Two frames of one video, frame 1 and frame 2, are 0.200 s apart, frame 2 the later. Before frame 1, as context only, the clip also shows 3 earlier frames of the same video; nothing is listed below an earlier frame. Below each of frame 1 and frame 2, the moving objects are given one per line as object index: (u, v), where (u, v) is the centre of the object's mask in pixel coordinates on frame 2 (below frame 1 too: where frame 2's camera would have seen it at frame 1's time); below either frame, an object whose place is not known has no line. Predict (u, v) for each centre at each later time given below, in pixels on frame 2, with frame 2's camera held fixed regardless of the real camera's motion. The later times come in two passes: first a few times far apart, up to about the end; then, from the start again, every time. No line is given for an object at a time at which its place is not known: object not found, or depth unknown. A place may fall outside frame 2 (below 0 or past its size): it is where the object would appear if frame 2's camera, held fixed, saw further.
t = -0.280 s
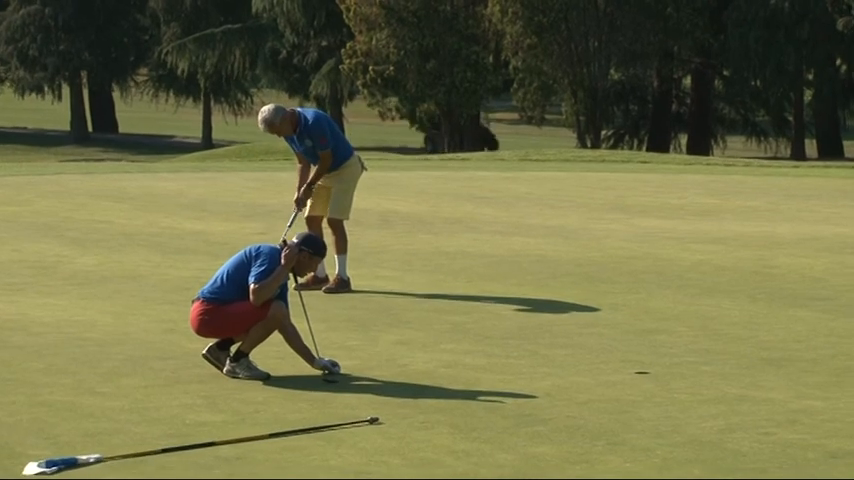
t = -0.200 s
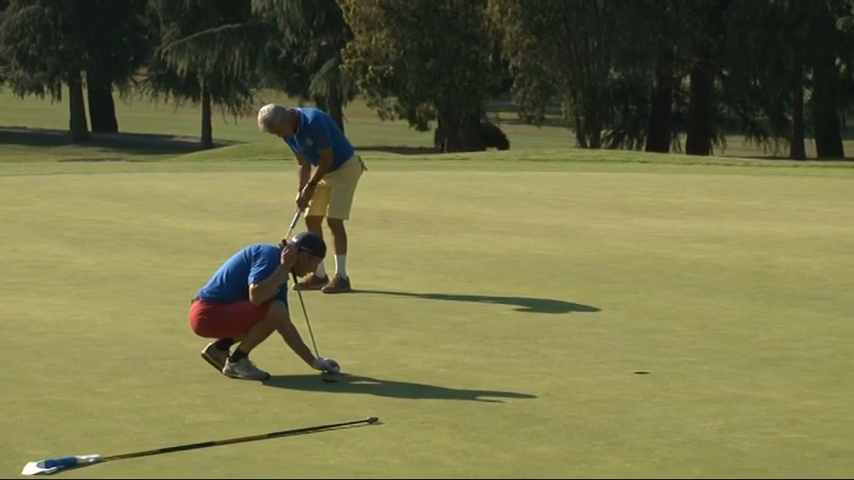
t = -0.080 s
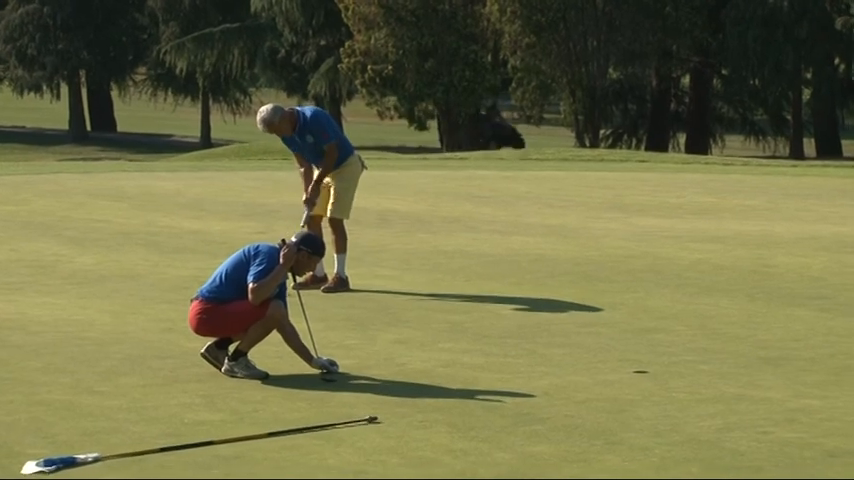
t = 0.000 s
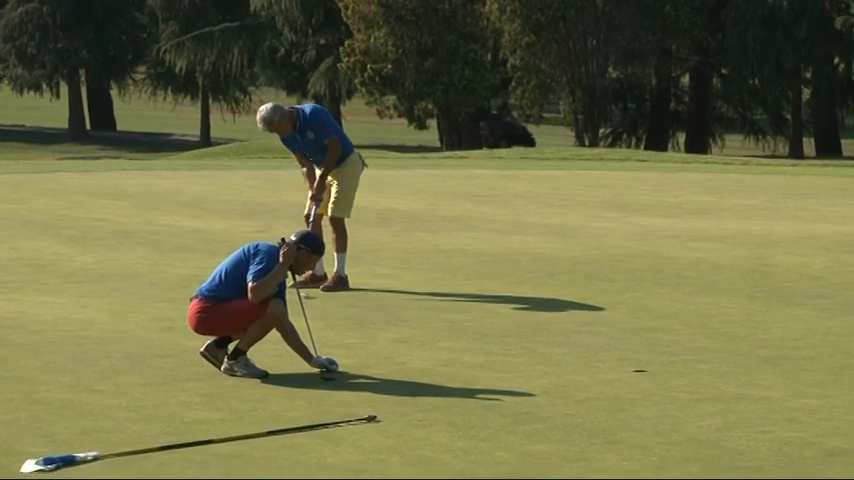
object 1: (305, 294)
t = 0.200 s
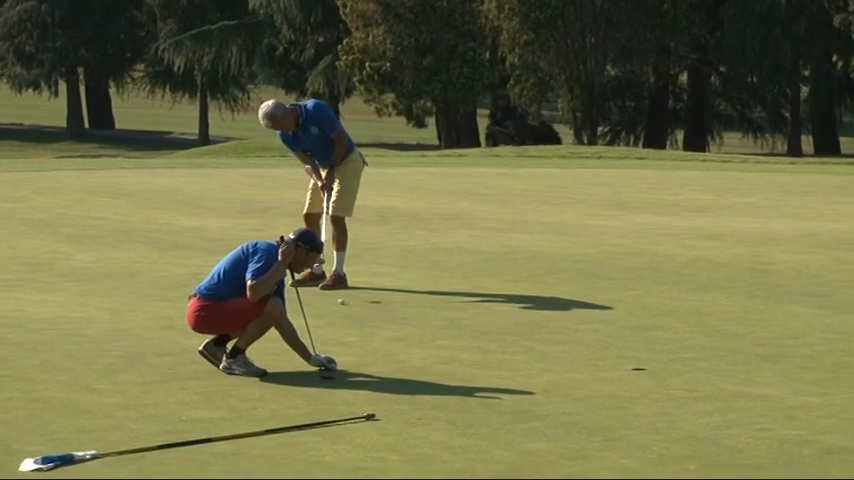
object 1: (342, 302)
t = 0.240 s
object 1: (349, 303)
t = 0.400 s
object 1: (376, 309)
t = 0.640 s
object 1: (416, 317)
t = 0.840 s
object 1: (447, 324)
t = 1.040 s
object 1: (478, 330)
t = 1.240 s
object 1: (506, 336)
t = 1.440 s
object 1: (534, 343)
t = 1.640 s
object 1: (561, 349)
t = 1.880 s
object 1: (590, 356)
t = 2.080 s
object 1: (612, 361)
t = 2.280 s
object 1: (630, 365)
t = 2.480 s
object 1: (657, 367)
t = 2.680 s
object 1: (683, 369)
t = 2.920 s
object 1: (709, 370)
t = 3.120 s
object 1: (727, 371)
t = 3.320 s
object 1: (740, 371)
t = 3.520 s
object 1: (749, 371)
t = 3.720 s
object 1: (755, 371)
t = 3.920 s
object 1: (756, 372)
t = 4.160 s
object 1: (756, 371)
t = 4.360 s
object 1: (756, 371)
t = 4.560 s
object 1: (756, 371)
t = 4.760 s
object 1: (756, 371)
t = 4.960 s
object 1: (756, 371)
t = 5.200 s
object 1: (755, 371)
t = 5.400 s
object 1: (755, 371)
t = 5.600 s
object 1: (755, 371)
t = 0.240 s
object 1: (349, 303)
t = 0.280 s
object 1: (356, 305)
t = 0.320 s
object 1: (363, 306)
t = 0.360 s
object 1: (369, 307)
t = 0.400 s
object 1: (376, 309)
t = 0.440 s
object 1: (383, 310)
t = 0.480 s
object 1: (390, 312)
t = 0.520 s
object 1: (396, 313)
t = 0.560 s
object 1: (402, 315)
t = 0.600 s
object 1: (409, 315)
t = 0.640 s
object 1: (416, 317)
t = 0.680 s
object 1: (422, 318)
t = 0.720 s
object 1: (427, 320)
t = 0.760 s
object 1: (434, 321)
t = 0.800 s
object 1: (440, 323)
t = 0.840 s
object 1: (447, 324)
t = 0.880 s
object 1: (452, 325)
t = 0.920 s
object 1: (459, 326)
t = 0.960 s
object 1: (465, 328)
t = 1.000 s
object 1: (471, 329)
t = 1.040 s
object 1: (478, 330)
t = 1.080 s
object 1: (483, 331)
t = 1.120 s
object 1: (489, 333)
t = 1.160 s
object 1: (495, 334)
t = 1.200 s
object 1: (501, 335)
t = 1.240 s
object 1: (506, 336)
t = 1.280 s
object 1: (512, 337)
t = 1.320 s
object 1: (518, 339)
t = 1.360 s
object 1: (523, 340)
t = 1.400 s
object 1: (529, 342)
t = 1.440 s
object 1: (534, 343)
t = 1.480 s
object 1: (540, 344)
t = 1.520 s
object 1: (545, 345)
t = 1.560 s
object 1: (551, 346)
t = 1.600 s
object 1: (556, 348)
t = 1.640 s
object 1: (561, 349)
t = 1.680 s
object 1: (565, 350)
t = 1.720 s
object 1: (570, 351)
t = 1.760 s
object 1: (576, 351)
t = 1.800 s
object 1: (581, 353)
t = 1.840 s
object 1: (586, 354)
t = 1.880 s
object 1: (590, 356)
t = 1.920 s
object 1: (595, 357)
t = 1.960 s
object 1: (599, 358)
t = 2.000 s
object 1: (604, 359)
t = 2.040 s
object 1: (608, 360)
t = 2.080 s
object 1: (612, 361)
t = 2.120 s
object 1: (616, 362)
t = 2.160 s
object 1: (619, 363)
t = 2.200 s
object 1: (623, 364)
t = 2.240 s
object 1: (627, 364)
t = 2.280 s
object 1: (630, 365)
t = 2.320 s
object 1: (635, 367)
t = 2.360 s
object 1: (639, 368)
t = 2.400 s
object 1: (645, 366)
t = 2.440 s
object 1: (651, 366)
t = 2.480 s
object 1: (657, 367)
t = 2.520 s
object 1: (662, 368)
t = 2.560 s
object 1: (668, 368)
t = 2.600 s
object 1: (673, 369)
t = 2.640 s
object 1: (678, 368)
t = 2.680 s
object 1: (683, 369)
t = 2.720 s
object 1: (687, 369)
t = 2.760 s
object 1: (692, 369)
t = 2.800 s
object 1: (697, 369)
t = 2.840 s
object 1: (701, 370)
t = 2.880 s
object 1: (705, 369)
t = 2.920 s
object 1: (709, 370)
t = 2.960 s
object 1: (714, 370)
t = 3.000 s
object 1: (717, 370)
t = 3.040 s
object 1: (721, 371)
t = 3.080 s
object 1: (724, 371)
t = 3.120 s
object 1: (727, 371)
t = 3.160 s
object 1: (730, 371)
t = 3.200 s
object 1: (733, 371)
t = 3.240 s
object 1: (735, 371)
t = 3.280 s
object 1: (738, 371)
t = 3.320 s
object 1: (740, 371)
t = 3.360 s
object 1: (742, 371)
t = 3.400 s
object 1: (744, 371)
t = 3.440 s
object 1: (746, 371)
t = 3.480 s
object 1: (748, 371)
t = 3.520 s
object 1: (749, 371)
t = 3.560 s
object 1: (750, 371)
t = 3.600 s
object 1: (751, 371)
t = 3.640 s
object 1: (753, 371)
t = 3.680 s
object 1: (754, 371)
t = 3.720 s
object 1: (755, 371)
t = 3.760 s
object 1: (756, 371)
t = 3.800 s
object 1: (756, 372)
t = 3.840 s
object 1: (756, 371)
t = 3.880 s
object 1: (756, 372)
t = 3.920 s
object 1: (756, 372)
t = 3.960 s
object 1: (756, 372)
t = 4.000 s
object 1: (756, 372)
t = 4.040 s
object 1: (756, 371)
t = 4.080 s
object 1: (756, 372)
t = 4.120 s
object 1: (756, 371)
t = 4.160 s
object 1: (756, 371)
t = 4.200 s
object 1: (756, 372)
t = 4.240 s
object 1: (756, 371)
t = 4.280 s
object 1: (756, 371)
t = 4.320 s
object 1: (756, 371)
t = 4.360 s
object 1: (756, 371)
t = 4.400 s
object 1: (756, 371)
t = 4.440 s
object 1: (756, 371)
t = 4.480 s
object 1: (756, 371)
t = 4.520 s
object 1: (756, 371)
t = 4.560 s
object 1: (756, 371)
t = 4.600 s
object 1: (756, 371)
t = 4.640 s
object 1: (756, 371)
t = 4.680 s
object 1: (756, 371)
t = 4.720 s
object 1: (756, 371)
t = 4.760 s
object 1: (756, 371)
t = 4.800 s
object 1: (756, 371)
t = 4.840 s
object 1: (756, 371)
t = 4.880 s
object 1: (756, 371)
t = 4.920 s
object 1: (756, 371)
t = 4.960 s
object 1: (756, 371)
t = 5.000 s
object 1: (756, 371)
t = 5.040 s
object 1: (756, 371)
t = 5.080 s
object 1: (756, 371)
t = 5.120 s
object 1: (756, 371)
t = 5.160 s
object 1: (755, 371)
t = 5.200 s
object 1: (755, 371)
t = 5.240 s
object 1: (756, 371)
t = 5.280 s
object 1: (756, 371)
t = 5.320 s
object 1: (755, 371)
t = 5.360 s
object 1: (755, 371)
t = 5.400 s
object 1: (755, 371)
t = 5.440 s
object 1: (755, 371)
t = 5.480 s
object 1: (755, 371)
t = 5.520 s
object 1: (755, 371)
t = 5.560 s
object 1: (755, 372)
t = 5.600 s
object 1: (755, 371)
